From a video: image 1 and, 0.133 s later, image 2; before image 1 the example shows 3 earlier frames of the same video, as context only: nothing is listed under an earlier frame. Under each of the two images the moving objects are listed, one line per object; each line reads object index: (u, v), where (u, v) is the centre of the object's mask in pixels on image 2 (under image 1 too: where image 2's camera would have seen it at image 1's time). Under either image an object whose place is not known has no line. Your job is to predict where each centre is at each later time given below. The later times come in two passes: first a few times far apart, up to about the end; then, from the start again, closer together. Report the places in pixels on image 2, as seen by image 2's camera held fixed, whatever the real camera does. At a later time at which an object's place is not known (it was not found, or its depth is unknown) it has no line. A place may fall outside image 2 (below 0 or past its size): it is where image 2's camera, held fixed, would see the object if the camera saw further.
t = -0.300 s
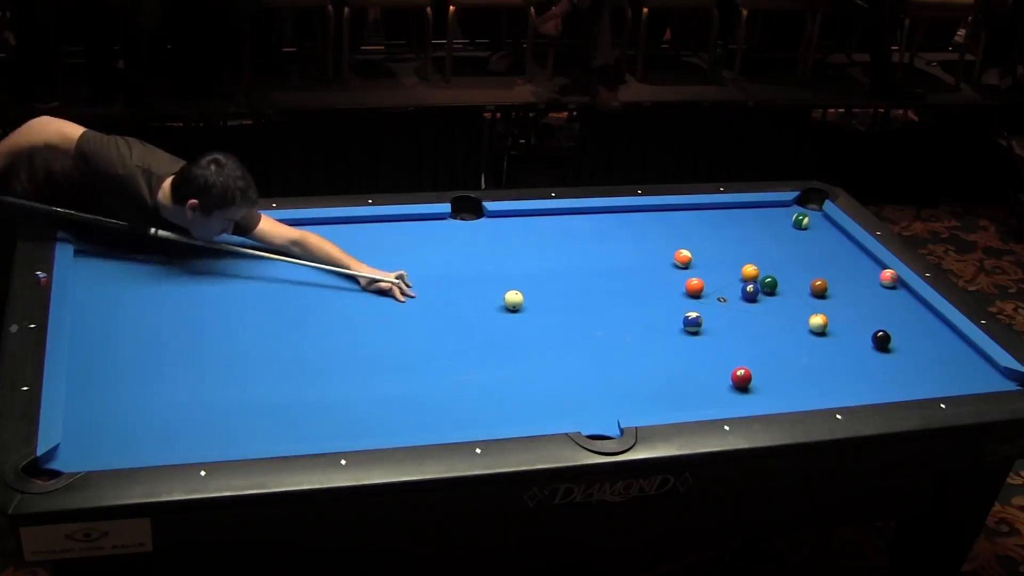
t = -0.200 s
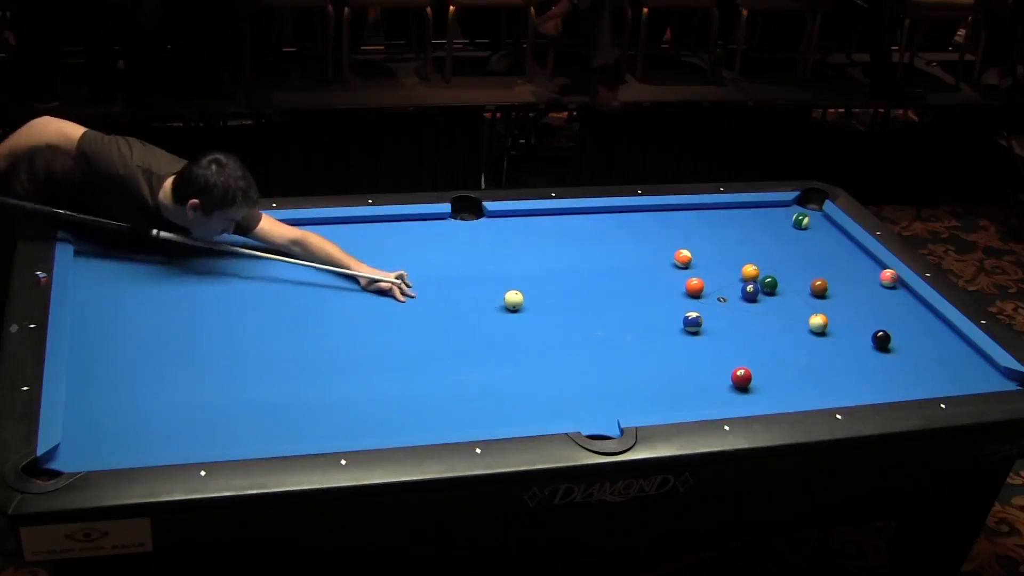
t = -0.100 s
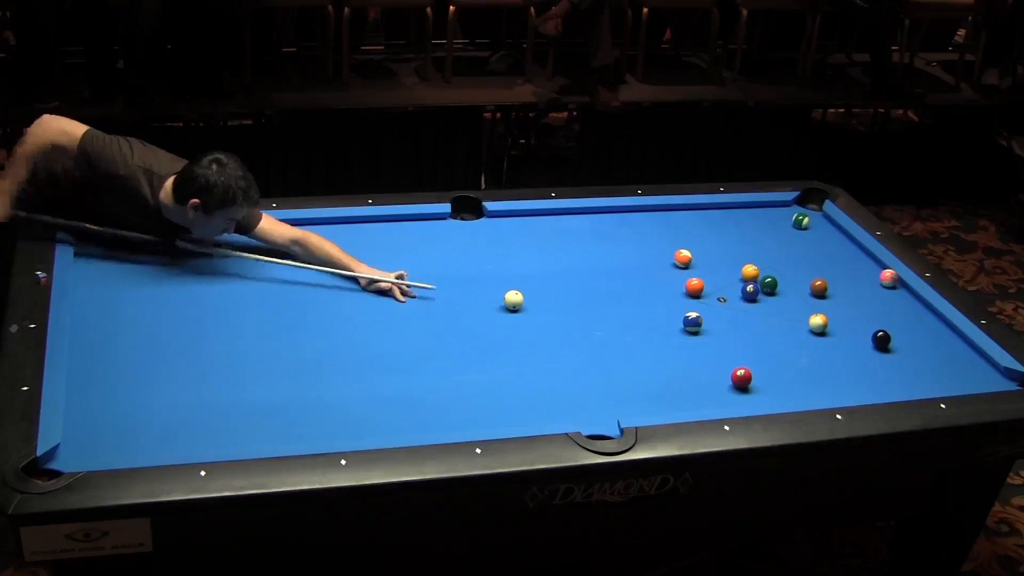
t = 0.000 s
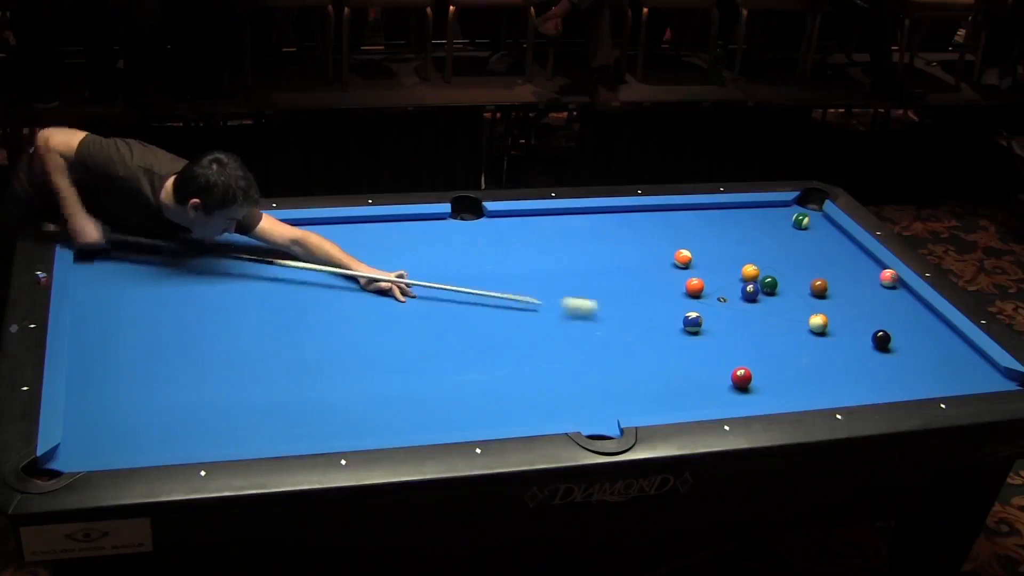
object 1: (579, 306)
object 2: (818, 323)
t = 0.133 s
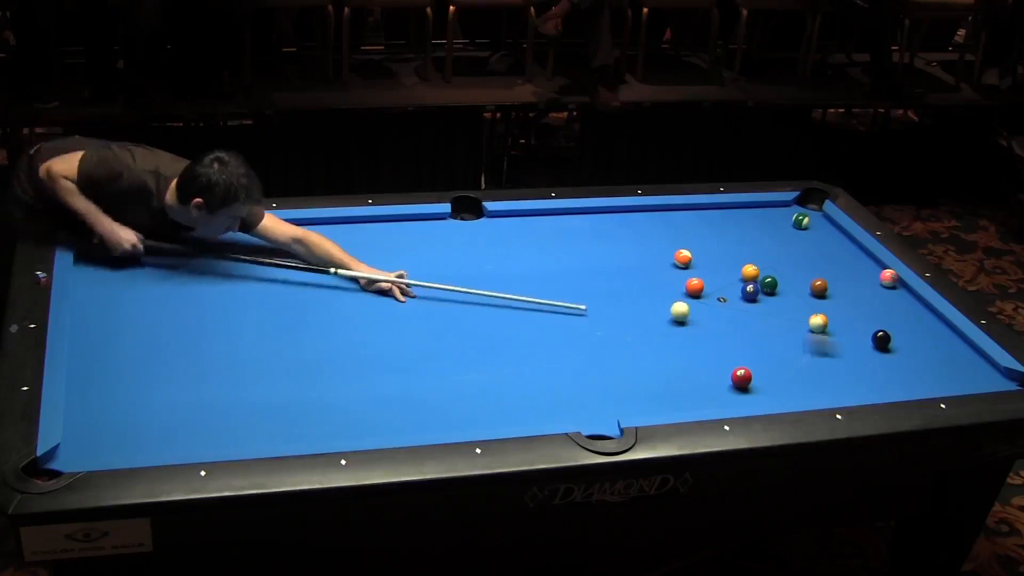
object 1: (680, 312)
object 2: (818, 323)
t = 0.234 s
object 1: (692, 307)
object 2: (818, 323)
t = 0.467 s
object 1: (743, 300)
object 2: (818, 323)
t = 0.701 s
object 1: (797, 302)
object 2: (819, 323)
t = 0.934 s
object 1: (847, 305)
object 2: (819, 323)
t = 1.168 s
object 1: (896, 308)
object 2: (818, 323)
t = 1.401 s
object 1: (919, 311)
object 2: (818, 323)
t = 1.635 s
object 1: (898, 316)
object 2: (818, 323)
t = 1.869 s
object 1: (878, 321)
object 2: (819, 323)
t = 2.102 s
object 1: (859, 325)
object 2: (818, 323)
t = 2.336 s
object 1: (840, 329)
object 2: (818, 323)
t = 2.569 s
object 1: (827, 335)
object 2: (813, 321)
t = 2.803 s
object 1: (817, 342)
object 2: (809, 320)
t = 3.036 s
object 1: (808, 348)
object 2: (806, 319)
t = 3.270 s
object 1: (799, 353)
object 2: (803, 318)
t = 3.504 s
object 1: (791, 358)
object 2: (803, 318)
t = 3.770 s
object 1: (782, 363)
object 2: (803, 318)
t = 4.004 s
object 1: (775, 368)
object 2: (803, 318)
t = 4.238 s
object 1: (769, 371)
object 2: (803, 318)
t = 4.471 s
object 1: (764, 375)
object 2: (803, 318)
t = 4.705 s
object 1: (761, 378)
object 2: (803, 318)
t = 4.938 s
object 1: (761, 379)
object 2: (803, 318)
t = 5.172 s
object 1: (762, 380)
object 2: (803, 318)
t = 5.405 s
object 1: (762, 380)
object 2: (803, 318)
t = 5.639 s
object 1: (762, 380)
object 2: (803, 318)
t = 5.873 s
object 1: (762, 380)
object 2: (803, 318)
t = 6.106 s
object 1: (762, 380)
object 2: (803, 318)
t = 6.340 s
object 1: (762, 380)
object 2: (803, 318)
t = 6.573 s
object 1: (762, 380)
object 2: (803, 318)
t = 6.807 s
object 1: (762, 379)
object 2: (803, 318)
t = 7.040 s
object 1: (762, 379)
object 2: (803, 318)
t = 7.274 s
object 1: (762, 380)
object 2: (803, 318)
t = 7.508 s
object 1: (762, 379)
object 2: (803, 318)
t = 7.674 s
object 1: (762, 379)
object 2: (803, 318)
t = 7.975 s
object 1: (762, 379)
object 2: (803, 318)
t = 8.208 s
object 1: (762, 380)
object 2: (803, 318)
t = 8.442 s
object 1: (762, 380)
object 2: (803, 318)
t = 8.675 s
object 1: (762, 380)
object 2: (803, 318)
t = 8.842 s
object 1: (762, 380)
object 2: (803, 318)
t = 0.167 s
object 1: (684, 311)
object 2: (818, 323)
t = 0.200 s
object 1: (688, 309)
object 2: (818, 323)
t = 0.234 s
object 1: (692, 307)
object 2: (818, 323)
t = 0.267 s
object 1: (698, 306)
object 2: (818, 323)
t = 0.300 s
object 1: (705, 305)
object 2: (818, 323)
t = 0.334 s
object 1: (712, 304)
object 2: (818, 323)
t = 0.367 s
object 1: (720, 303)
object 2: (818, 323)
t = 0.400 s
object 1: (728, 302)
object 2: (818, 323)
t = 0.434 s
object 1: (736, 301)
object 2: (818, 323)
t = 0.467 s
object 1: (743, 300)
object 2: (818, 323)
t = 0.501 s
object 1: (752, 300)
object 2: (818, 323)
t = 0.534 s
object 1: (759, 300)
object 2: (818, 323)
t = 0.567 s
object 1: (767, 300)
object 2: (819, 323)
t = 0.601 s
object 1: (774, 301)
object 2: (819, 323)
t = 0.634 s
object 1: (782, 301)
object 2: (818, 323)
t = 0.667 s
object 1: (789, 302)
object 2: (819, 323)
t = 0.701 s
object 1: (797, 302)
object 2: (819, 323)
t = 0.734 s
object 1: (804, 303)
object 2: (819, 323)
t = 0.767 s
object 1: (811, 303)
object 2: (818, 323)
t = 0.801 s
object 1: (818, 303)
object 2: (818, 323)
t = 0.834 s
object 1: (826, 304)
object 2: (819, 323)
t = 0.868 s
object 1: (833, 304)
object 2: (819, 323)
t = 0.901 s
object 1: (841, 304)
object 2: (819, 323)
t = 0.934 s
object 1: (847, 305)
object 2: (819, 323)
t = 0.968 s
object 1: (855, 305)
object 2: (819, 323)
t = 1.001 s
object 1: (862, 305)
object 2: (819, 323)
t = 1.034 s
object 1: (869, 306)
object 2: (818, 323)
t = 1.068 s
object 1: (875, 306)
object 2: (818, 323)
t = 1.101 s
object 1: (882, 307)
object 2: (819, 323)
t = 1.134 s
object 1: (889, 307)
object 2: (819, 323)
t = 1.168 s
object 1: (896, 308)
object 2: (818, 323)
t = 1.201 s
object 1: (903, 308)
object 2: (818, 323)
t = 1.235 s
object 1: (909, 308)
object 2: (818, 323)
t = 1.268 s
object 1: (916, 309)
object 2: (818, 323)
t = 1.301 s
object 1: (923, 309)
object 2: (818, 323)
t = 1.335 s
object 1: (926, 310)
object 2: (818, 323)
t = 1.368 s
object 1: (922, 310)
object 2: (818, 323)
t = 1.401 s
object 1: (919, 311)
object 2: (818, 323)
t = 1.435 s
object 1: (916, 312)
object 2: (819, 323)
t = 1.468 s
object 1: (913, 312)
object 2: (819, 323)
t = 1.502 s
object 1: (910, 313)
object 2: (819, 323)
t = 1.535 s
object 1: (907, 314)
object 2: (818, 323)
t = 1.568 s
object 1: (904, 314)
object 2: (819, 323)
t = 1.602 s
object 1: (901, 315)
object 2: (818, 323)
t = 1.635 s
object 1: (898, 316)
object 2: (818, 323)
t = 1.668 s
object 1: (895, 316)
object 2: (818, 323)
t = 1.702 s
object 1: (892, 317)
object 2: (819, 323)
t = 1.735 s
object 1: (889, 318)
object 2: (819, 323)
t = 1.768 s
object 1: (887, 318)
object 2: (818, 323)
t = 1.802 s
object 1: (883, 319)
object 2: (818, 323)
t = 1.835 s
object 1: (881, 320)
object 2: (819, 323)
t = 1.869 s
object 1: (878, 321)
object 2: (819, 323)
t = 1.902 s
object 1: (875, 321)
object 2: (819, 323)
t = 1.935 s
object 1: (873, 322)
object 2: (819, 323)
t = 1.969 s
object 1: (870, 322)
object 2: (818, 323)
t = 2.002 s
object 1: (867, 323)
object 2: (818, 323)
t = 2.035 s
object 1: (864, 324)
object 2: (818, 323)
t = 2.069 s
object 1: (861, 325)
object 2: (818, 323)
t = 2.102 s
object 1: (859, 325)
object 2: (818, 323)
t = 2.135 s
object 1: (856, 326)
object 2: (818, 323)
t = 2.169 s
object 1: (853, 326)
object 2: (818, 323)
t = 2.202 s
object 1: (850, 327)
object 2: (818, 323)
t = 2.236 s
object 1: (848, 328)
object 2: (818, 323)
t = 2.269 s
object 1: (845, 328)
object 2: (818, 323)
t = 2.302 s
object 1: (842, 329)
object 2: (818, 323)
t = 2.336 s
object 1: (840, 329)
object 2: (818, 323)
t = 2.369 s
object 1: (837, 330)
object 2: (818, 323)
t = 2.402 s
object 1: (835, 331)
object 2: (818, 323)
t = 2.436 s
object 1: (834, 332)
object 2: (816, 322)
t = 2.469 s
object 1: (832, 332)
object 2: (816, 322)
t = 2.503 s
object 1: (830, 333)
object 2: (815, 322)
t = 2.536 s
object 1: (829, 334)
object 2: (814, 321)
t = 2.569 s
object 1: (827, 335)
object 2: (813, 321)
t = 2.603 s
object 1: (826, 336)
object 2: (812, 321)
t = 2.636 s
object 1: (825, 337)
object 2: (812, 321)
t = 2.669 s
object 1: (823, 338)
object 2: (811, 320)
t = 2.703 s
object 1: (822, 339)
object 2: (810, 320)
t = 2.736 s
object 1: (820, 340)
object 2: (810, 320)
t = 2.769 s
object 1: (819, 341)
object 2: (809, 320)
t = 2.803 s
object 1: (817, 342)
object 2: (809, 320)
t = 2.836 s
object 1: (816, 343)
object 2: (808, 320)
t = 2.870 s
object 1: (815, 344)
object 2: (808, 320)
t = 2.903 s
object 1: (813, 344)
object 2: (807, 320)
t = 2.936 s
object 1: (812, 345)
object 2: (807, 320)
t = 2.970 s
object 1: (810, 346)
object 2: (806, 319)
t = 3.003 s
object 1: (809, 347)
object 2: (806, 319)
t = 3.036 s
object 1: (808, 348)
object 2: (806, 319)
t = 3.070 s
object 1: (806, 348)
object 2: (805, 319)
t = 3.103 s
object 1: (805, 348)
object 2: (805, 319)
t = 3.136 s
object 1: (804, 350)
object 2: (804, 318)
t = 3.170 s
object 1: (802, 351)
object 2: (804, 319)
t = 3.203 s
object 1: (801, 351)
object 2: (804, 319)
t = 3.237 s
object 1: (800, 352)
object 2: (804, 319)
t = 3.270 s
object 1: (799, 353)
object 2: (803, 318)
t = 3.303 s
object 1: (798, 353)
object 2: (803, 318)
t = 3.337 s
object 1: (797, 355)
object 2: (803, 318)
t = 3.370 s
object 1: (795, 355)
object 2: (803, 318)
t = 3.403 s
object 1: (794, 355)
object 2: (803, 318)
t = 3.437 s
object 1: (793, 356)
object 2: (803, 318)
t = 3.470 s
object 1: (792, 357)
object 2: (803, 318)
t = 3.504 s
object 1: (791, 358)
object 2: (803, 318)
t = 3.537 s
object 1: (790, 359)
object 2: (803, 318)
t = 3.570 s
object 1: (788, 359)
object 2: (803, 318)
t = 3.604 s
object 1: (787, 360)
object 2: (803, 318)
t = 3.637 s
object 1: (787, 361)
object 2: (803, 318)
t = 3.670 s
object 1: (785, 361)
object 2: (803, 318)
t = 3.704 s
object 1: (784, 362)
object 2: (803, 318)
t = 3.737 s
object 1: (783, 363)
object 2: (803, 318)
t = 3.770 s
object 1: (782, 363)
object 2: (803, 318)
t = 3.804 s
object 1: (781, 364)
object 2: (803, 318)
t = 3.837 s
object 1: (780, 364)
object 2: (803, 318)
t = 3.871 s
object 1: (779, 365)
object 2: (803, 318)
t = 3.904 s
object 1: (778, 366)
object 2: (803, 318)
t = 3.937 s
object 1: (777, 366)
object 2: (803, 318)
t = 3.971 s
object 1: (776, 367)
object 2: (803, 318)
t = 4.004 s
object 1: (775, 368)
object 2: (803, 318)
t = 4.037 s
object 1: (774, 368)
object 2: (803, 318)
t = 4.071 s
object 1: (773, 369)
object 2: (803, 318)
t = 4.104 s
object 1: (773, 369)
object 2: (803, 318)
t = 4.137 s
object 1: (772, 369)
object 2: (803, 318)
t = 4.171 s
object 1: (771, 370)
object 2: (803, 318)
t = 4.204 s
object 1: (770, 370)
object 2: (803, 318)
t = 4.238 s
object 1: (769, 371)
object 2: (803, 318)
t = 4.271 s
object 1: (768, 371)
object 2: (803, 318)
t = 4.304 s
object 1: (768, 372)
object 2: (803, 318)
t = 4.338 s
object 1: (767, 373)
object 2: (803, 318)
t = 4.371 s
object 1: (766, 373)
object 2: (803, 318)
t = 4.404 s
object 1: (766, 373)
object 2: (803, 318)
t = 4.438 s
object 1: (765, 374)
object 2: (803, 318)
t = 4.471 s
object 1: (764, 375)
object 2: (803, 318)
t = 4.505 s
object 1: (763, 375)
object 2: (803, 318)
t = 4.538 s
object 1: (763, 376)
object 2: (803, 318)
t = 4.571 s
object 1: (762, 376)
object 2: (803, 318)
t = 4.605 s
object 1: (762, 376)
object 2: (803, 318)
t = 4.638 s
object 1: (761, 377)
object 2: (803, 318)
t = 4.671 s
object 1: (761, 377)
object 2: (803, 318)
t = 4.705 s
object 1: (761, 378)
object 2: (803, 318)
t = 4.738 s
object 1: (761, 378)
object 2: (803, 318)
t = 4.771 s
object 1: (761, 378)
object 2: (803, 318)
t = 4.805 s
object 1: (761, 378)
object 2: (803, 318)
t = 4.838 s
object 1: (761, 379)
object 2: (803, 318)
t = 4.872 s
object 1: (761, 379)
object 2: (803, 318)
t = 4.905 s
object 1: (761, 379)
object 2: (803, 318)
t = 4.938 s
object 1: (761, 379)
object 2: (803, 318)
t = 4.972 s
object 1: (761, 379)
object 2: (803, 318)
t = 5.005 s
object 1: (761, 380)
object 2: (803, 318)
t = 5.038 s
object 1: (761, 380)
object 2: (803, 318)
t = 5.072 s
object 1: (762, 379)
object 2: (803, 318)
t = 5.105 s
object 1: (761, 380)
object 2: (803, 318)
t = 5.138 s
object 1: (761, 380)
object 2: (803, 318)
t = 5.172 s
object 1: (762, 380)
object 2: (803, 318)
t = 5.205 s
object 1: (762, 380)
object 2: (803, 318)
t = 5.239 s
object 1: (762, 380)
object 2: (803, 318)
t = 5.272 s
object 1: (762, 380)
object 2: (803, 318)
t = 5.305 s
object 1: (762, 380)
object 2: (803, 318)
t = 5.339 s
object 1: (762, 380)
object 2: (803, 318)
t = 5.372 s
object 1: (762, 380)
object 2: (803, 318)
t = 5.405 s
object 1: (762, 380)
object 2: (803, 318)
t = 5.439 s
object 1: (762, 380)
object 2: (803, 318)
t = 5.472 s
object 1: (762, 380)
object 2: (803, 318)
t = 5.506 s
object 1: (762, 380)
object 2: (803, 318)
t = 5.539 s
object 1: (762, 380)
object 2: (803, 318)
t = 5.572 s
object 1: (762, 380)
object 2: (803, 318)
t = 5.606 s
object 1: (762, 380)
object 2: (803, 318)
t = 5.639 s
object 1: (762, 380)
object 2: (803, 318)
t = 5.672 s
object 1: (762, 380)
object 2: (803, 318)
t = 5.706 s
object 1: (762, 380)
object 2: (803, 318)
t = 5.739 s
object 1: (762, 380)
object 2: (803, 318)
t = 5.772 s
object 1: (762, 380)
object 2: (803, 318)
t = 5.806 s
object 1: (762, 380)
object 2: (803, 318)
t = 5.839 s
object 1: (762, 380)
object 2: (803, 318)
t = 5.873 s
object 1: (762, 380)
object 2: (803, 318)
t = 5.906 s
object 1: (762, 380)
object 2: (803, 318)
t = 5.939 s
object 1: (762, 380)
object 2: (803, 318)
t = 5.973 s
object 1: (762, 380)
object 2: (803, 318)
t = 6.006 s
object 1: (762, 380)
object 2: (803, 318)
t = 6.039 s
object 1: (762, 380)
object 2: (803, 318)
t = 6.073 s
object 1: (762, 380)
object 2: (803, 318)
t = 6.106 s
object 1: (762, 380)
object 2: (803, 318)
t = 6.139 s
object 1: (762, 380)
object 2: (803, 318)
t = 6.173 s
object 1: (762, 380)
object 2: (803, 318)
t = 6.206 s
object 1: (762, 380)
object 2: (803, 318)
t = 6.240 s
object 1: (762, 379)
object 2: (803, 318)
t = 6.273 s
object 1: (762, 379)
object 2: (803, 318)
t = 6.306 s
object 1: (762, 379)
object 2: (803, 318)
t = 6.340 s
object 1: (762, 380)
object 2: (803, 318)
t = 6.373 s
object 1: (762, 379)
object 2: (803, 318)
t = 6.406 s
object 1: (762, 379)
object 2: (803, 318)
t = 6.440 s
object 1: (762, 380)
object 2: (803, 318)
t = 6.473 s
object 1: (762, 380)
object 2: (803, 318)
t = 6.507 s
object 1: (762, 380)
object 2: (803, 318)
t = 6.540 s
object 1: (762, 379)
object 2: (803, 318)
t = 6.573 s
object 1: (762, 380)
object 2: (803, 318)
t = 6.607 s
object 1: (762, 380)
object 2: (803, 318)
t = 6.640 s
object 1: (762, 379)
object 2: (803, 318)
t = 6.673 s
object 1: (762, 379)
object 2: (803, 318)
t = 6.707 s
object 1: (762, 379)
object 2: (803, 318)
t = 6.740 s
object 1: (762, 380)
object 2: (803, 318)
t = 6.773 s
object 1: (762, 379)
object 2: (803, 318)
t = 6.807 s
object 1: (762, 379)
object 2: (803, 318)
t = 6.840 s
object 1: (762, 380)
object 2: (803, 318)
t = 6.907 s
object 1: (762, 379)
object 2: (803, 318)
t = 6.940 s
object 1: (762, 379)
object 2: (803, 318)
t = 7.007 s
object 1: (762, 380)
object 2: (803, 318)
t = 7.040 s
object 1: (762, 379)
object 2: (803, 318)
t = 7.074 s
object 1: (762, 380)
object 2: (803, 318)
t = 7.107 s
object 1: (762, 380)
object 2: (803, 318)
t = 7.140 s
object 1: (762, 379)
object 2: (803, 318)
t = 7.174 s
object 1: (762, 379)
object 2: (803, 318)
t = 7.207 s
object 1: (762, 380)
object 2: (803, 318)
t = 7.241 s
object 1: (762, 379)
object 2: (803, 318)
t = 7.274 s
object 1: (762, 380)
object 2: (803, 318)
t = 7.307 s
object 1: (762, 380)
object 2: (803, 318)
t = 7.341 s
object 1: (762, 380)
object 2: (803, 318)
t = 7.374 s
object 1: (762, 380)
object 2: (803, 318)
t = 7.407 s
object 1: (762, 380)
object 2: (803, 318)
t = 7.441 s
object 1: (762, 380)
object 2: (803, 318)
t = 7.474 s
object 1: (762, 379)
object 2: (803, 318)
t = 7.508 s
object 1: (762, 379)
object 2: (803, 318)
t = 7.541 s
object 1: (762, 379)
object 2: (803, 318)
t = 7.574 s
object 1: (762, 379)
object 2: (803, 318)
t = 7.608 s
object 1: (762, 380)
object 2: (803, 318)
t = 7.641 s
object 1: (762, 380)
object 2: (803, 318)
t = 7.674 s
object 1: (762, 379)
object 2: (803, 318)
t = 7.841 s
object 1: (762, 380)
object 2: (803, 318)
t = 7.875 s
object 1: (762, 379)
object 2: (803, 318)
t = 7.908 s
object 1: (762, 379)
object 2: (803, 318)
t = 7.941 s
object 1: (762, 379)
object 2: (803, 318)
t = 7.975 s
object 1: (762, 379)
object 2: (803, 318)
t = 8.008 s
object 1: (762, 379)
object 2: (803, 318)
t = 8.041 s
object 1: (762, 380)
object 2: (803, 318)
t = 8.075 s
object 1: (762, 379)
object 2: (803, 318)
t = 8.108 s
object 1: (762, 379)
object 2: (803, 318)
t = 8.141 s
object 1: (762, 379)
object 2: (803, 318)
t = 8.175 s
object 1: (762, 380)
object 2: (803, 318)
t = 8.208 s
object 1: (762, 380)
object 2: (803, 318)
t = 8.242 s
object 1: (762, 380)
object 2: (803, 318)
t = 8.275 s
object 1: (762, 380)
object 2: (803, 318)
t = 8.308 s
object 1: (762, 380)
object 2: (803, 318)
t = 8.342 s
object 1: (762, 380)
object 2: (803, 318)
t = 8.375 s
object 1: (762, 380)
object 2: (803, 318)
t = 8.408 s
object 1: (762, 380)
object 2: (803, 318)
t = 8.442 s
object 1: (762, 380)
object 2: (803, 318)
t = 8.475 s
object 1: (762, 380)
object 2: (803, 318)
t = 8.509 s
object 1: (762, 380)
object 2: (803, 318)
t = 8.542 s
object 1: (762, 380)
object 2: (803, 318)
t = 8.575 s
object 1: (762, 380)
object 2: (803, 318)
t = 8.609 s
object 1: (762, 380)
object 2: (803, 318)
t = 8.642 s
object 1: (762, 380)
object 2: (803, 318)
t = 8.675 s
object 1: (762, 380)
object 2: (803, 318)
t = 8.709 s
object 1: (762, 379)
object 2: (803, 318)
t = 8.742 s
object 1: (762, 380)
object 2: (803, 318)
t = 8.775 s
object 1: (762, 380)
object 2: (803, 318)
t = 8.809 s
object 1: (762, 379)
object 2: (803, 318)
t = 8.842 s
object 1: (762, 380)
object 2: (803, 318)
